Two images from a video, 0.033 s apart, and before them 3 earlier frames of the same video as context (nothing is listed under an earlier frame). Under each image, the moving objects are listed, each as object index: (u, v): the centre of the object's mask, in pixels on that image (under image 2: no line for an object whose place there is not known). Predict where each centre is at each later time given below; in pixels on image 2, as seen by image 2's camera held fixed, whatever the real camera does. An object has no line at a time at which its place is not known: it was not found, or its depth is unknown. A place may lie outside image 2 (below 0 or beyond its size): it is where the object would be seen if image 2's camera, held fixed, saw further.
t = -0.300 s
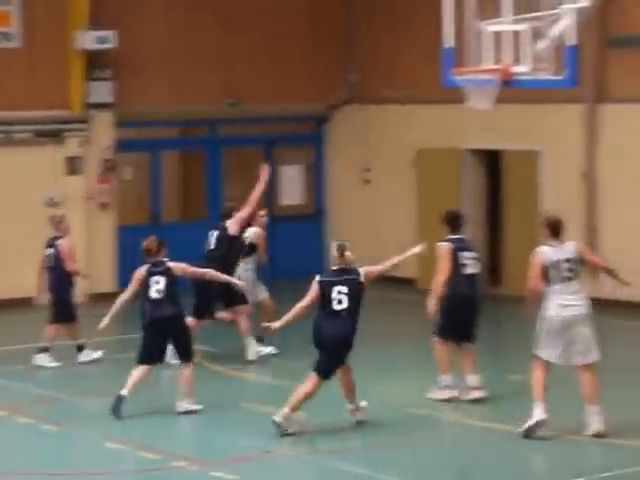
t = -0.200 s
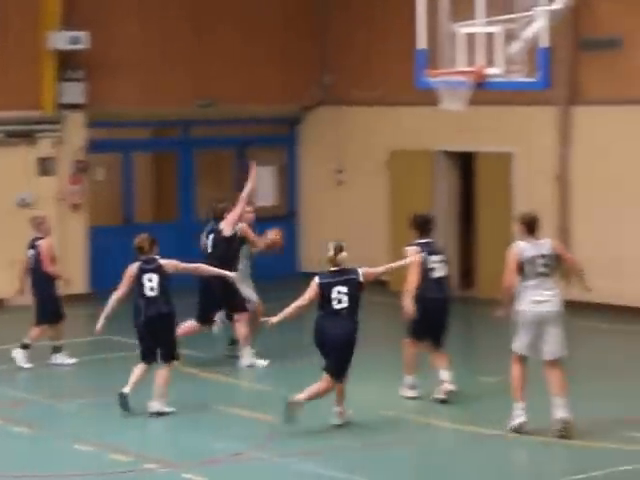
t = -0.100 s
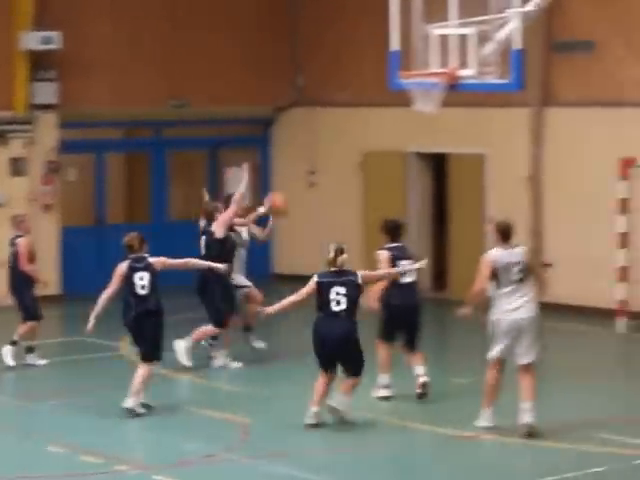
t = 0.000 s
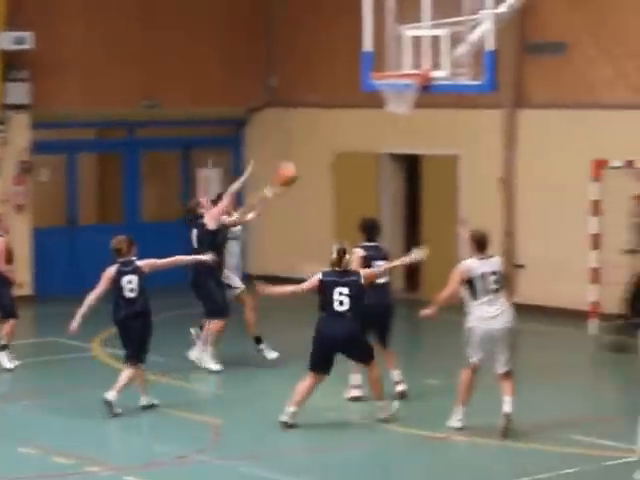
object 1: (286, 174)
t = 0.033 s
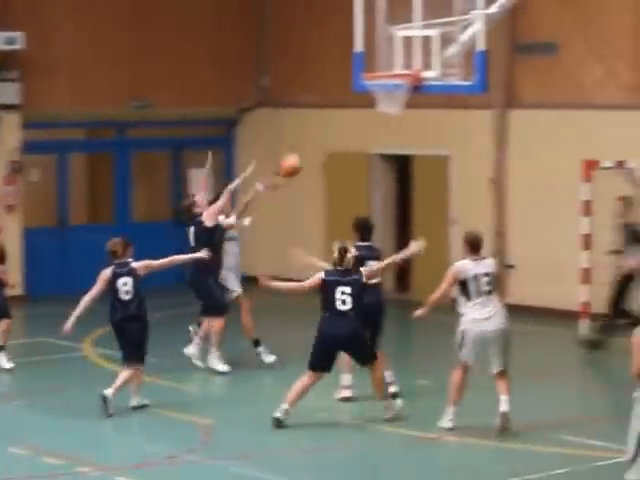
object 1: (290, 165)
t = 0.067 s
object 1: (303, 158)
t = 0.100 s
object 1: (316, 152)
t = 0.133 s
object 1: (329, 146)
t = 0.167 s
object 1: (343, 142)
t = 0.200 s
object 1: (357, 140)
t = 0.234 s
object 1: (371, 138)
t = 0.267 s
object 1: (383, 137)
